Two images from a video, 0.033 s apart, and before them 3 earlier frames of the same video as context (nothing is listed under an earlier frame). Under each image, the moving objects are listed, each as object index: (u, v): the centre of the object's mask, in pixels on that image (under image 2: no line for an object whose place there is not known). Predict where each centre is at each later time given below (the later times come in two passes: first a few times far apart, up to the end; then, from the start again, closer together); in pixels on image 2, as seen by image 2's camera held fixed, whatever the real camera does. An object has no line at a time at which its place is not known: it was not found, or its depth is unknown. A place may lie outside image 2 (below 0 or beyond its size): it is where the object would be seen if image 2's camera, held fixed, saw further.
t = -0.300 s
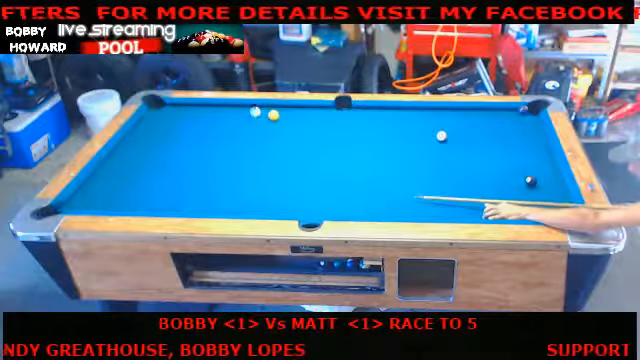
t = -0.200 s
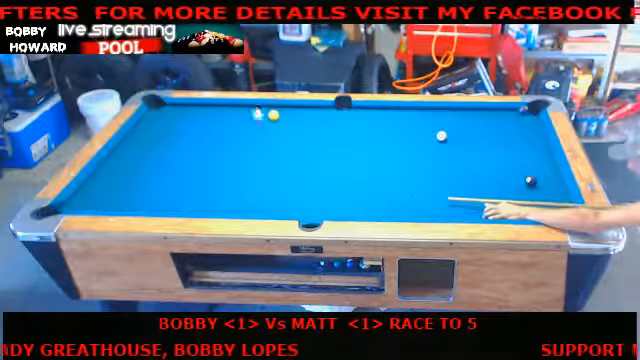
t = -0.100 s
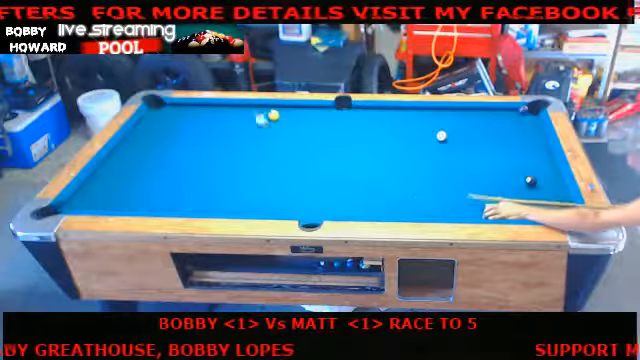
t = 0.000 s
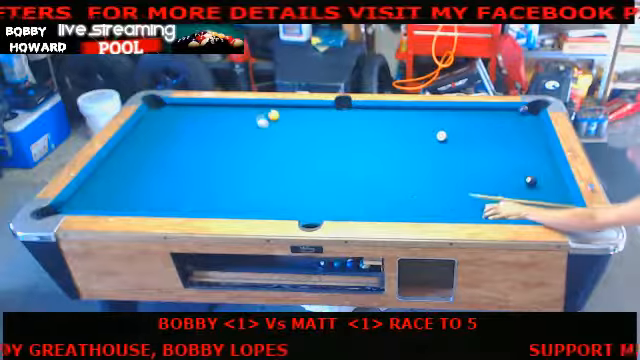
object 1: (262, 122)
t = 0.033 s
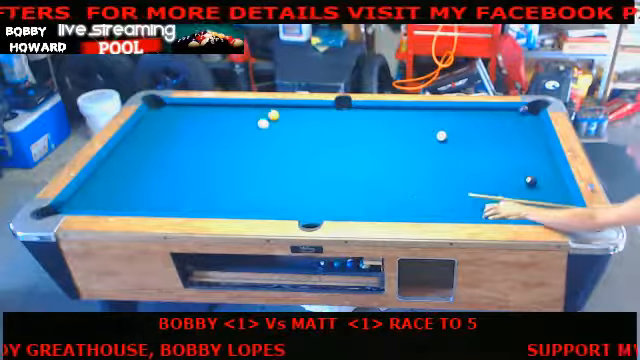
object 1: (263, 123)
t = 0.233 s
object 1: (267, 130)
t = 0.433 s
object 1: (272, 137)
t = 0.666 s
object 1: (277, 145)
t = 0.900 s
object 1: (283, 153)
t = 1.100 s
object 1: (288, 160)
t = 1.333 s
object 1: (294, 168)
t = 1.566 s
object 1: (299, 174)
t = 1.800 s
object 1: (305, 181)
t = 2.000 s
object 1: (309, 187)
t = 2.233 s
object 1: (315, 194)
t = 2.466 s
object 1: (319, 200)
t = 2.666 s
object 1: (324, 207)
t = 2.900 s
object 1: (328, 210)
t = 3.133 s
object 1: (331, 210)
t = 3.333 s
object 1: (334, 209)
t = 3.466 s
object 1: (335, 209)
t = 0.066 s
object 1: (264, 125)
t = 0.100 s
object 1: (265, 126)
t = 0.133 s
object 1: (265, 127)
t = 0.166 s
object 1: (265, 127)
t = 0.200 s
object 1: (266, 129)
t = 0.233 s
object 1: (267, 130)
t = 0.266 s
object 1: (268, 132)
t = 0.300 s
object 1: (269, 133)
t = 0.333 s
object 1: (269, 133)
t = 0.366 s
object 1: (270, 134)
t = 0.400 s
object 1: (271, 136)
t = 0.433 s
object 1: (272, 137)
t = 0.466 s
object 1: (273, 139)
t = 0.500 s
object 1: (274, 140)
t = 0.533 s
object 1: (275, 141)
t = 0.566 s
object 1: (275, 141)
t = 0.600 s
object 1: (276, 143)
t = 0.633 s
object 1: (277, 144)
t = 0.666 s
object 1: (277, 145)
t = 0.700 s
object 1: (278, 147)
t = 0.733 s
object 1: (279, 148)
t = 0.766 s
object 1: (279, 148)
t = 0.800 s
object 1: (280, 149)
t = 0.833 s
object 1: (281, 151)
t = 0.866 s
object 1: (282, 152)
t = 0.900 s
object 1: (283, 153)
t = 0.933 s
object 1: (284, 154)
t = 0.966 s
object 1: (285, 156)
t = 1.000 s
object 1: (285, 156)
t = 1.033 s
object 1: (286, 157)
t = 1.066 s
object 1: (287, 158)
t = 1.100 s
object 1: (288, 160)
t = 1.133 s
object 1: (289, 161)
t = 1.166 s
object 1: (289, 161)
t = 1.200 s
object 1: (290, 162)
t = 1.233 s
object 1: (291, 164)
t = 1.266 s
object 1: (292, 165)
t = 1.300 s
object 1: (293, 166)
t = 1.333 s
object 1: (294, 168)
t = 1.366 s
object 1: (295, 169)
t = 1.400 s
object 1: (295, 169)
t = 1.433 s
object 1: (296, 170)
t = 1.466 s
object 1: (297, 171)
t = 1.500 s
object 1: (298, 173)
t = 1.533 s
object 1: (299, 174)
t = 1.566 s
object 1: (299, 174)
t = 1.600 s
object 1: (300, 175)
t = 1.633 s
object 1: (301, 176)
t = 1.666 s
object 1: (302, 178)
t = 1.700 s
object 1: (303, 179)
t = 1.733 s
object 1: (304, 180)
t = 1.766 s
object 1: (305, 181)
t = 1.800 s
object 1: (305, 181)
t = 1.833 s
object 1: (306, 182)
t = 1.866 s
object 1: (307, 184)
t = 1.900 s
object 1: (308, 185)
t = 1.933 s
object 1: (308, 186)
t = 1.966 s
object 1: (309, 186)
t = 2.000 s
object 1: (309, 187)
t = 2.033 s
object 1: (310, 188)
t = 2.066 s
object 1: (311, 190)
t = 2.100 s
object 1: (312, 191)
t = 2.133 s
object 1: (313, 192)
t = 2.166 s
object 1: (314, 193)
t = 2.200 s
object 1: (314, 193)
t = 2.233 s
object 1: (315, 194)
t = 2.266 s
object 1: (316, 195)
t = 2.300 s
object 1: (316, 196)
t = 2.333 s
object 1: (317, 198)
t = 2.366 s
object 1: (317, 198)
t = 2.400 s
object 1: (317, 198)
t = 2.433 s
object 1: (319, 200)
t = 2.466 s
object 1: (319, 200)
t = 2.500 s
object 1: (321, 202)
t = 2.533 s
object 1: (321, 202)
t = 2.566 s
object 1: (323, 204)
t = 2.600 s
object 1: (324, 205)
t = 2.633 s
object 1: (324, 206)
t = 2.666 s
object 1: (324, 207)
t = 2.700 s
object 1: (324, 207)
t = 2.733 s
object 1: (325, 208)
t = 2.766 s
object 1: (326, 209)
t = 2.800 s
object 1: (326, 209)
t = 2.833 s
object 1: (327, 210)
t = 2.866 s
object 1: (327, 210)
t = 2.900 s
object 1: (328, 210)
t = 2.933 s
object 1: (328, 212)
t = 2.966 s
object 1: (329, 212)
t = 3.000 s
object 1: (329, 212)
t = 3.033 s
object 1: (329, 212)
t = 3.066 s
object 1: (331, 211)
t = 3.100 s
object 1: (331, 211)
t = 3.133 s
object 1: (331, 210)
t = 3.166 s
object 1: (332, 210)
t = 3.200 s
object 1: (332, 210)
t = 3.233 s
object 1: (332, 210)
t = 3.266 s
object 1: (333, 209)
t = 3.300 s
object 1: (333, 209)
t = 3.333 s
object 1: (334, 209)
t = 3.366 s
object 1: (334, 209)
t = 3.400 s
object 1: (334, 209)
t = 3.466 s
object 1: (335, 209)
